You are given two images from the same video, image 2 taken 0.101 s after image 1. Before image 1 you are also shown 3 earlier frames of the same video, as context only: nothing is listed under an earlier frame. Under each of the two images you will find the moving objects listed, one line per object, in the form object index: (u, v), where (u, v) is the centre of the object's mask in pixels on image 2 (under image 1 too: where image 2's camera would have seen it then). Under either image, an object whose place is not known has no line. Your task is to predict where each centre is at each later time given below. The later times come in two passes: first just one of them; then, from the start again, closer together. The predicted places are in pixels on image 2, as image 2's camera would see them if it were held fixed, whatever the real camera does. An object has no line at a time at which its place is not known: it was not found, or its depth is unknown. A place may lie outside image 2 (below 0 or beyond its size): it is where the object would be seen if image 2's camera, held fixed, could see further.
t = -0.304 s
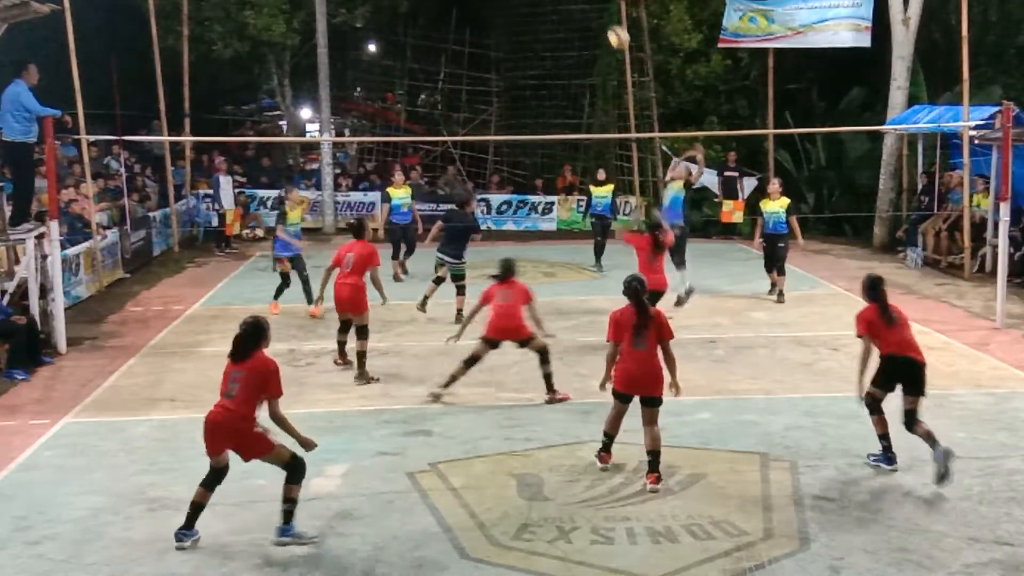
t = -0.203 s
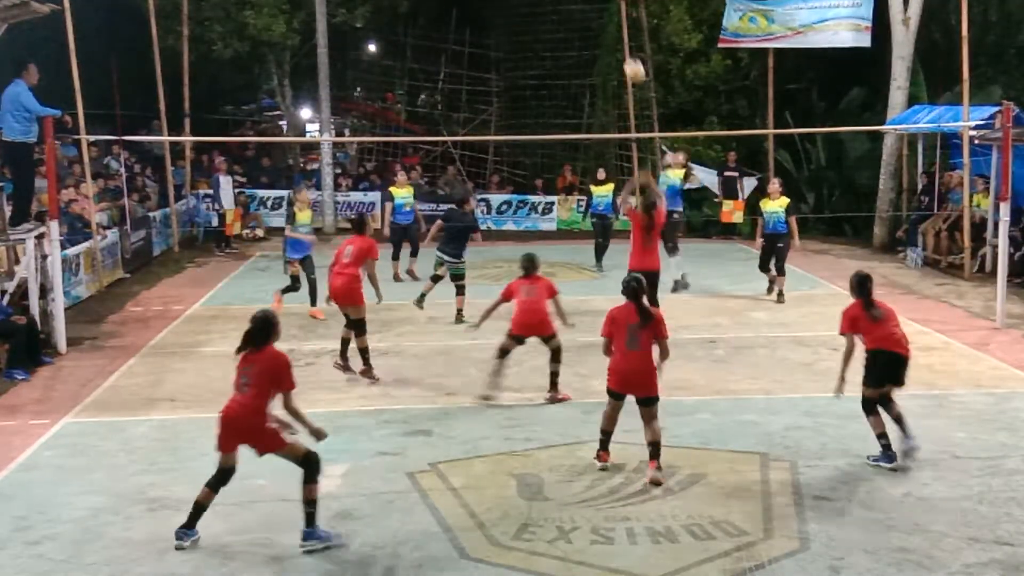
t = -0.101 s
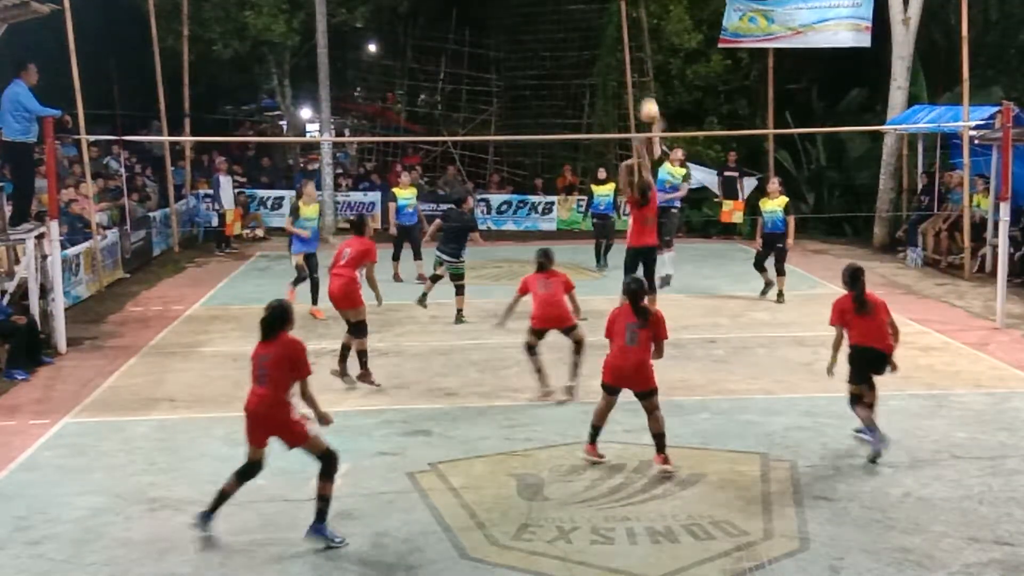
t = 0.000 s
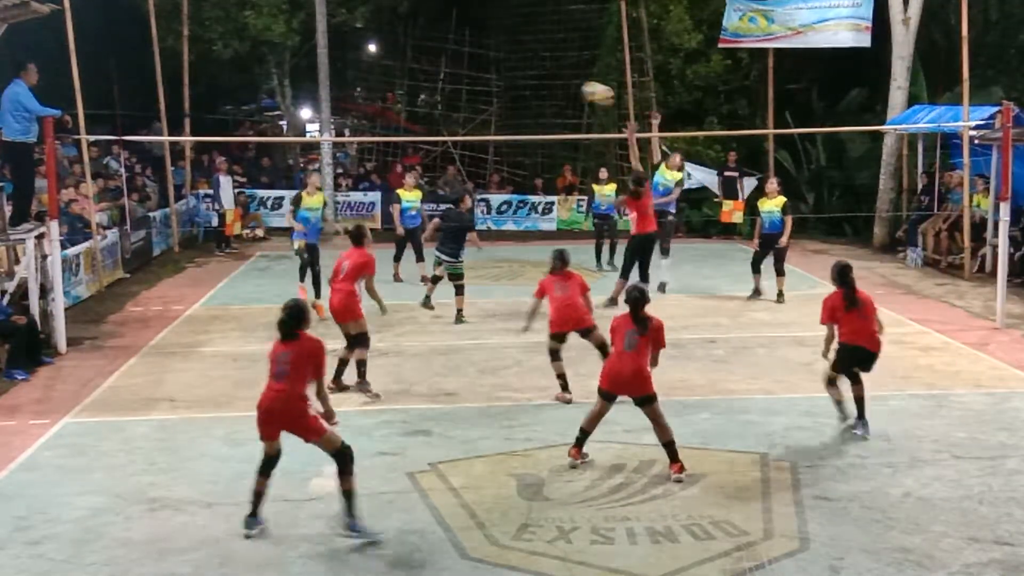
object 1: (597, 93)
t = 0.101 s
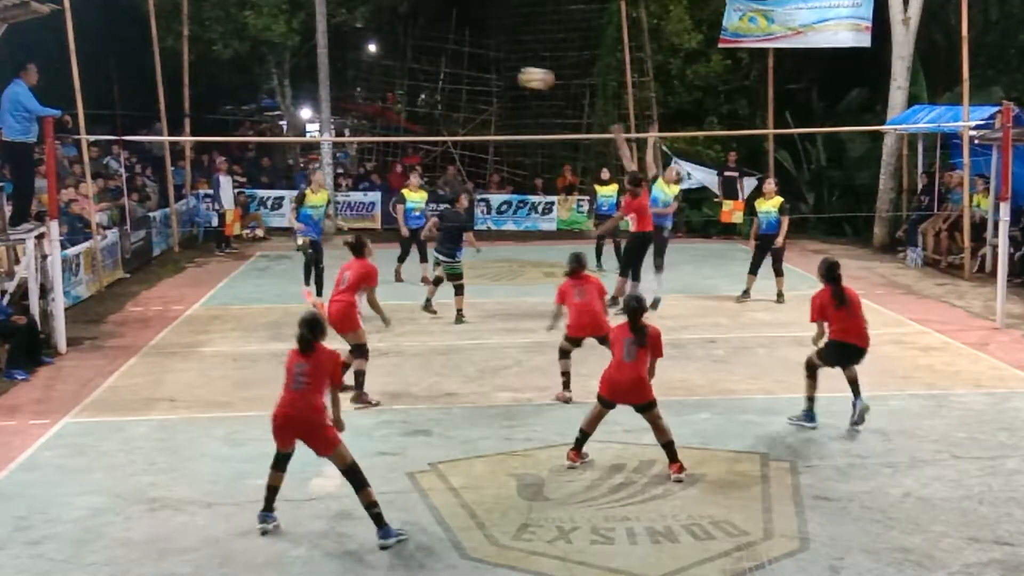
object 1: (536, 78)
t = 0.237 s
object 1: (440, 73)
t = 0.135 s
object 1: (514, 75)
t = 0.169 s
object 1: (490, 73)
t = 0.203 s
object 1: (466, 73)
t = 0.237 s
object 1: (440, 73)
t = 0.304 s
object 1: (387, 77)
